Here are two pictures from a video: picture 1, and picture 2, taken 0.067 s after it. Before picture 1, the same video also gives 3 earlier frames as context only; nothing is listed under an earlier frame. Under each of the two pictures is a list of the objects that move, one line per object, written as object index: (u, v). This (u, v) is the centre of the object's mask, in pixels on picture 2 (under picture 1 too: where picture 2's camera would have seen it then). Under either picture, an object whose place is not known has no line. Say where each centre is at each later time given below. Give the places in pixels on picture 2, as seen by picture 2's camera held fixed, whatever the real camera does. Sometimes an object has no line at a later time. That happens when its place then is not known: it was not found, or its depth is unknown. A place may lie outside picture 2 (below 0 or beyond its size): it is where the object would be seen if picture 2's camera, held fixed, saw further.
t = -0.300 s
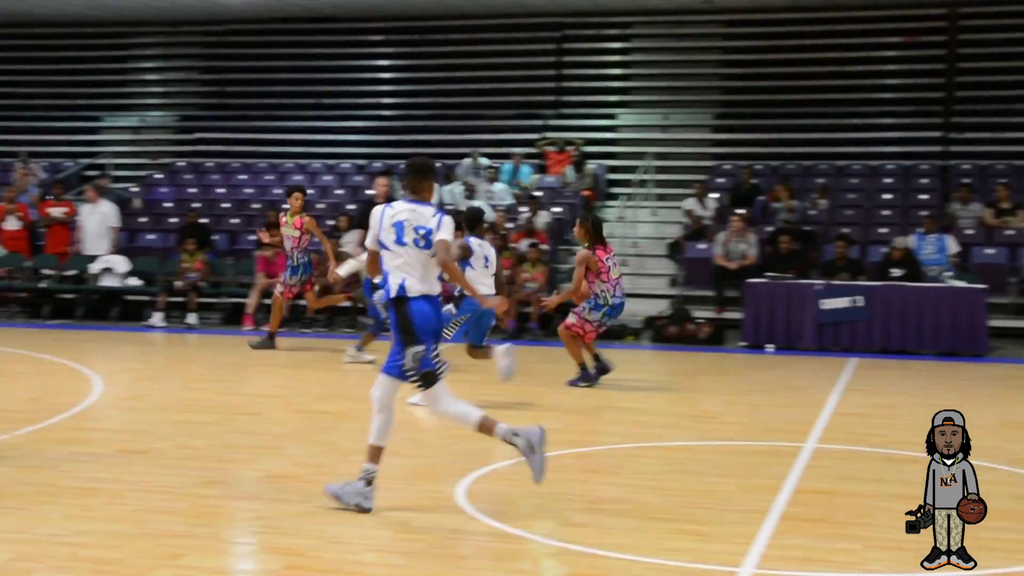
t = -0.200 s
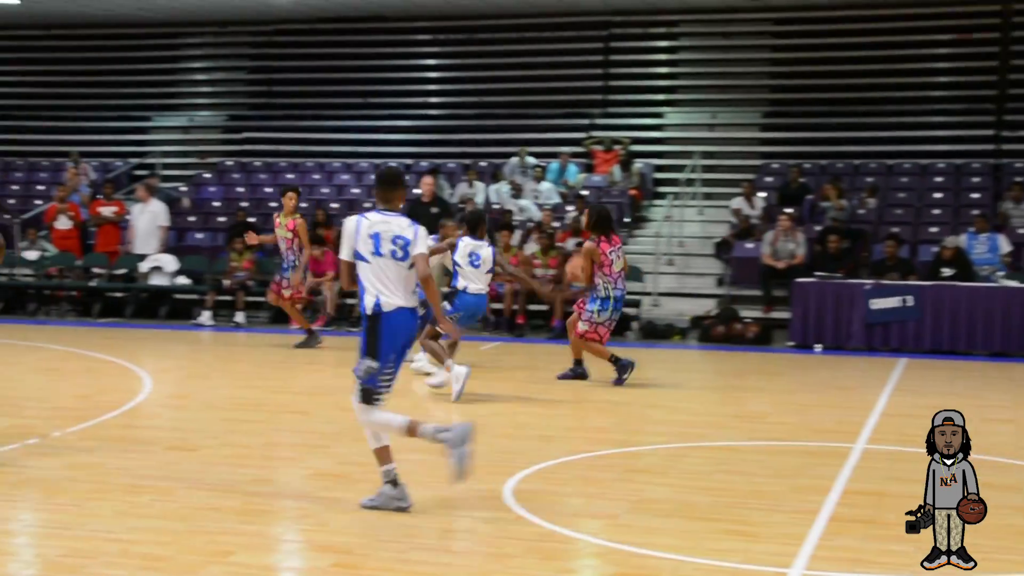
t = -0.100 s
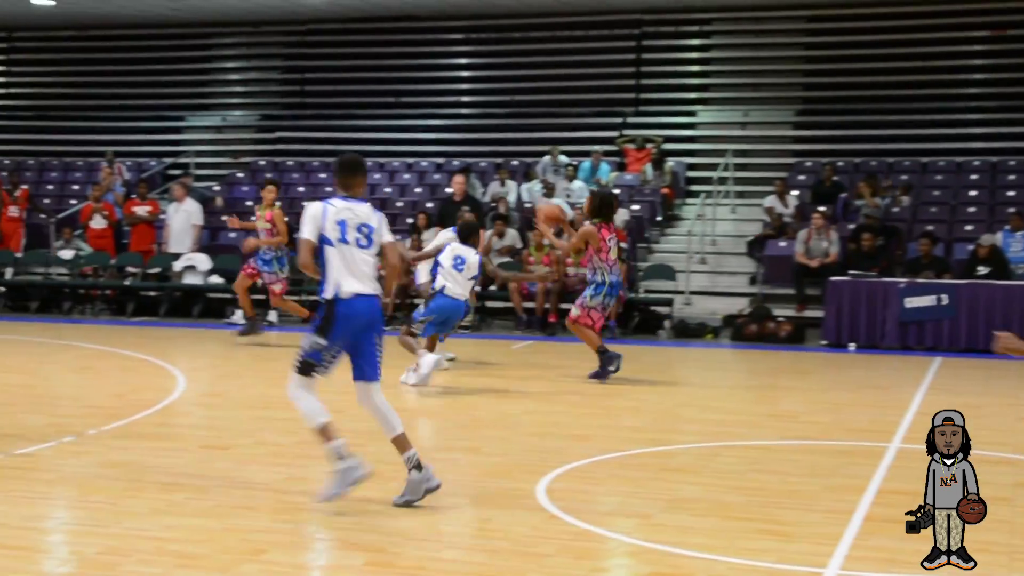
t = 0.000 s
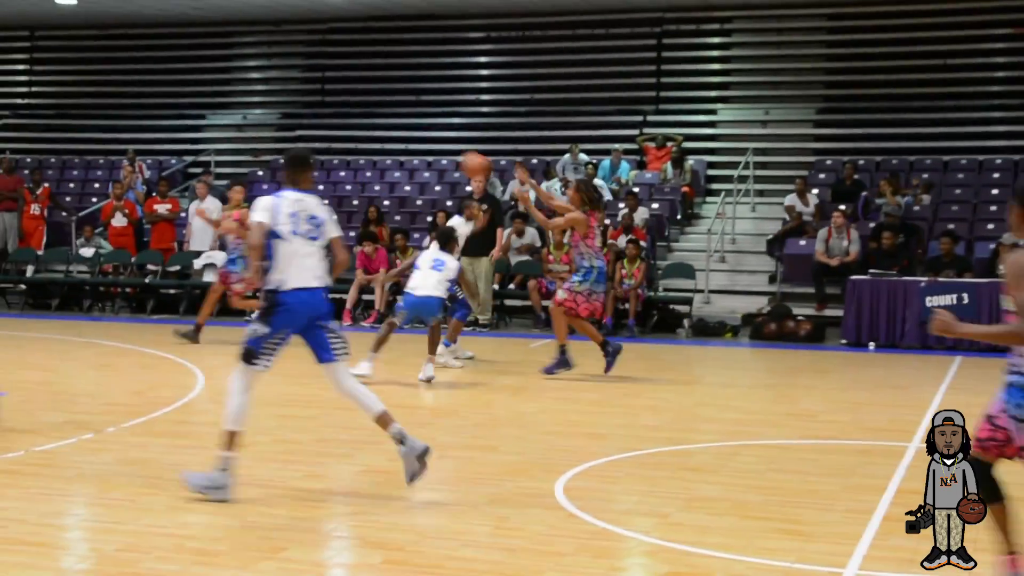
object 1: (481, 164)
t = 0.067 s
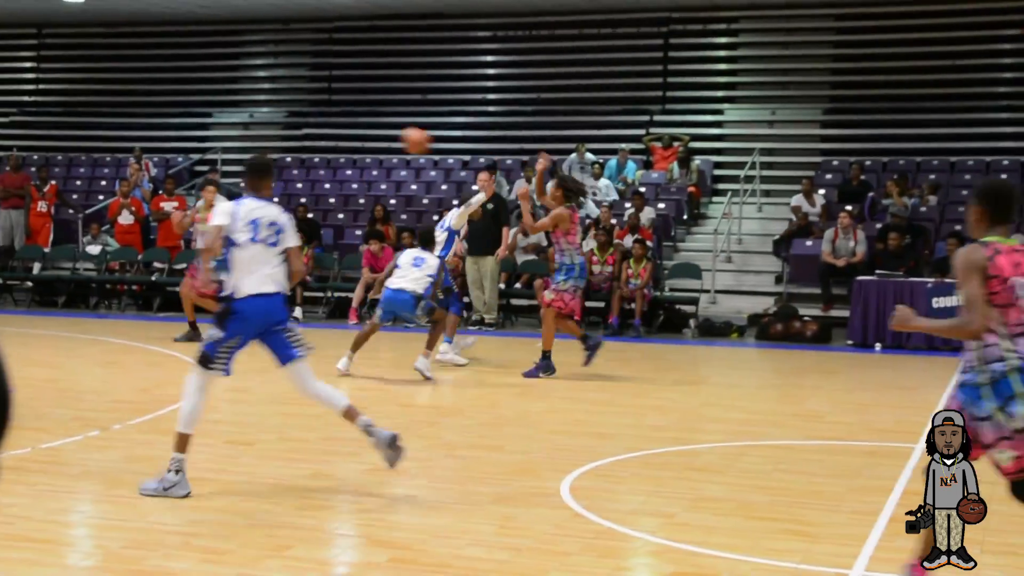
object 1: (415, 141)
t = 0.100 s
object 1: (384, 130)
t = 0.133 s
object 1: (353, 122)
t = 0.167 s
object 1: (324, 115)
